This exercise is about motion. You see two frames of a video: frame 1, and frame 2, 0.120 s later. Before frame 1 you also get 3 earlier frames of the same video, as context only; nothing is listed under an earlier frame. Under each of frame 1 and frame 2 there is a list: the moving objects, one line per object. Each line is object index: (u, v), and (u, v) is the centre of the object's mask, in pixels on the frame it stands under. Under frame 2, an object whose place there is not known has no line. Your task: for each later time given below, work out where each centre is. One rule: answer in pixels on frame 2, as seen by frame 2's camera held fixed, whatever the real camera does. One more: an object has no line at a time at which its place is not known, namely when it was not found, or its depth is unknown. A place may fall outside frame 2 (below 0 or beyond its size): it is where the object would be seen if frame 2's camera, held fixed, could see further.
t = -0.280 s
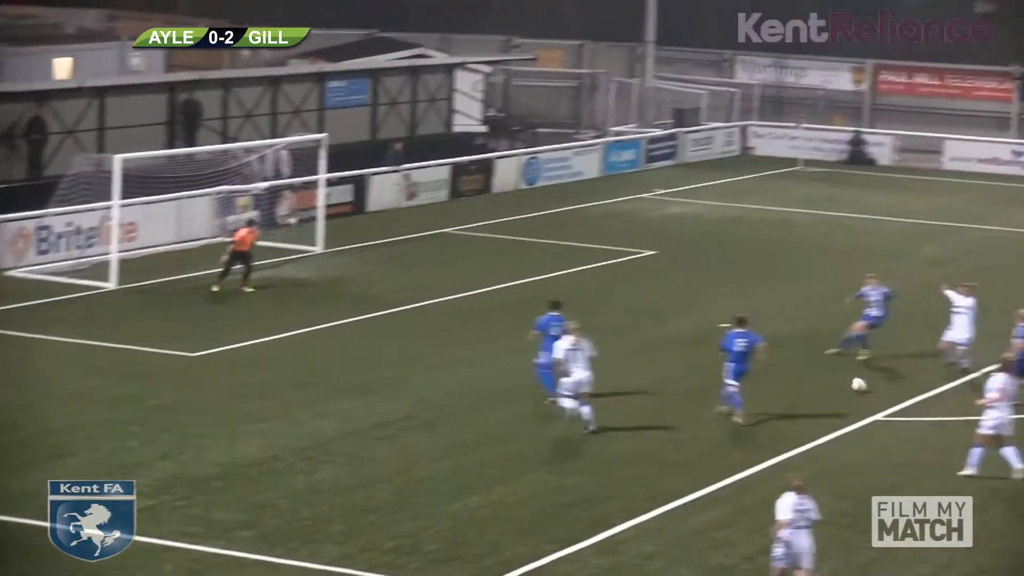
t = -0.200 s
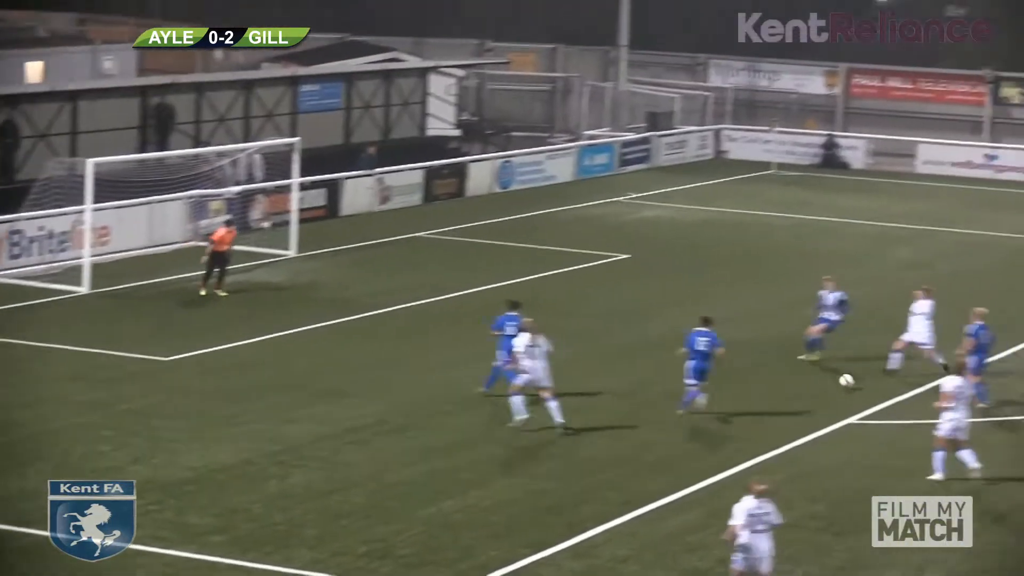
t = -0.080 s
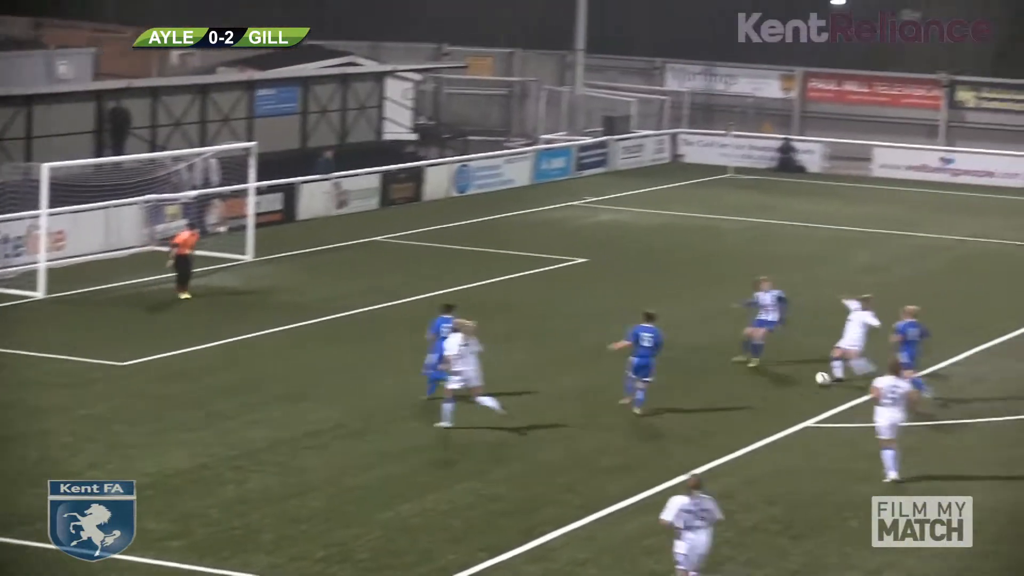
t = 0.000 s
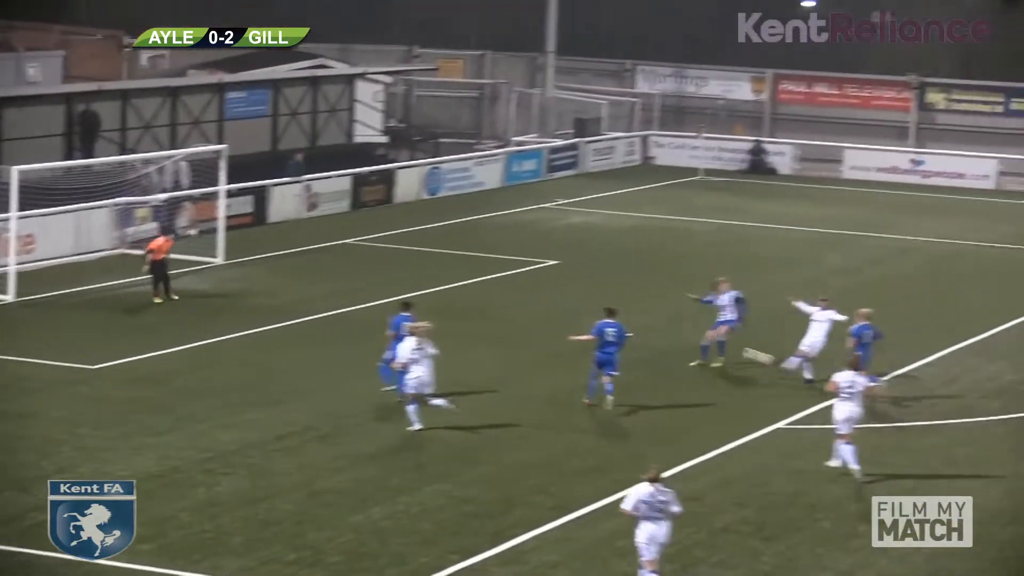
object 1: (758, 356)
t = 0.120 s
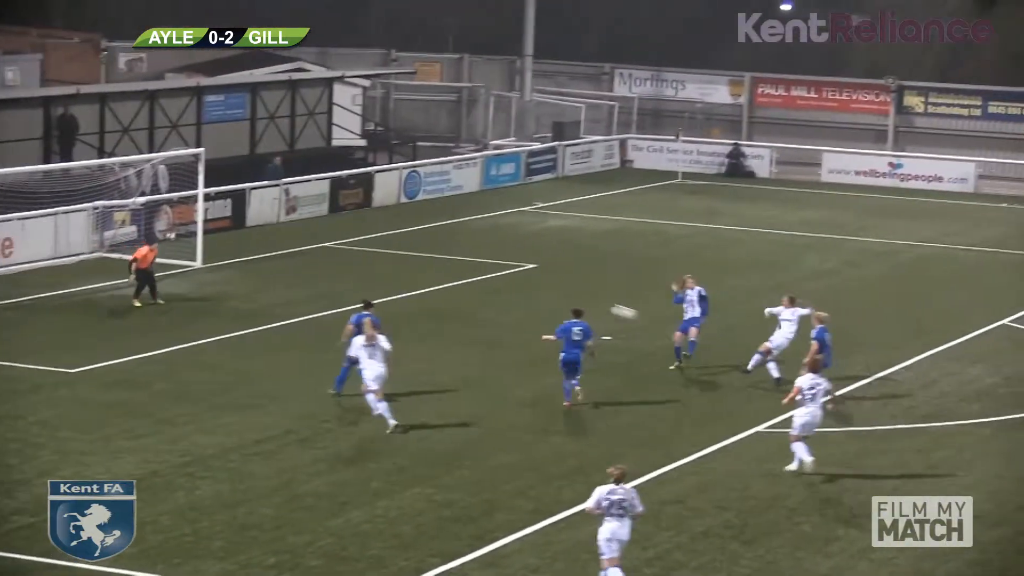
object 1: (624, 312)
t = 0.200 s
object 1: (554, 288)
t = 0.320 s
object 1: (461, 260)
